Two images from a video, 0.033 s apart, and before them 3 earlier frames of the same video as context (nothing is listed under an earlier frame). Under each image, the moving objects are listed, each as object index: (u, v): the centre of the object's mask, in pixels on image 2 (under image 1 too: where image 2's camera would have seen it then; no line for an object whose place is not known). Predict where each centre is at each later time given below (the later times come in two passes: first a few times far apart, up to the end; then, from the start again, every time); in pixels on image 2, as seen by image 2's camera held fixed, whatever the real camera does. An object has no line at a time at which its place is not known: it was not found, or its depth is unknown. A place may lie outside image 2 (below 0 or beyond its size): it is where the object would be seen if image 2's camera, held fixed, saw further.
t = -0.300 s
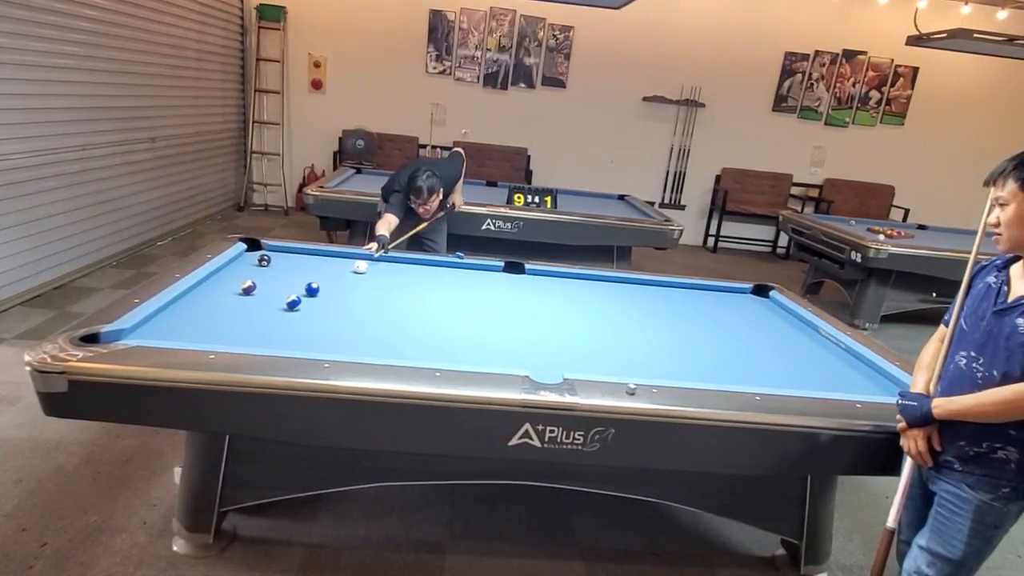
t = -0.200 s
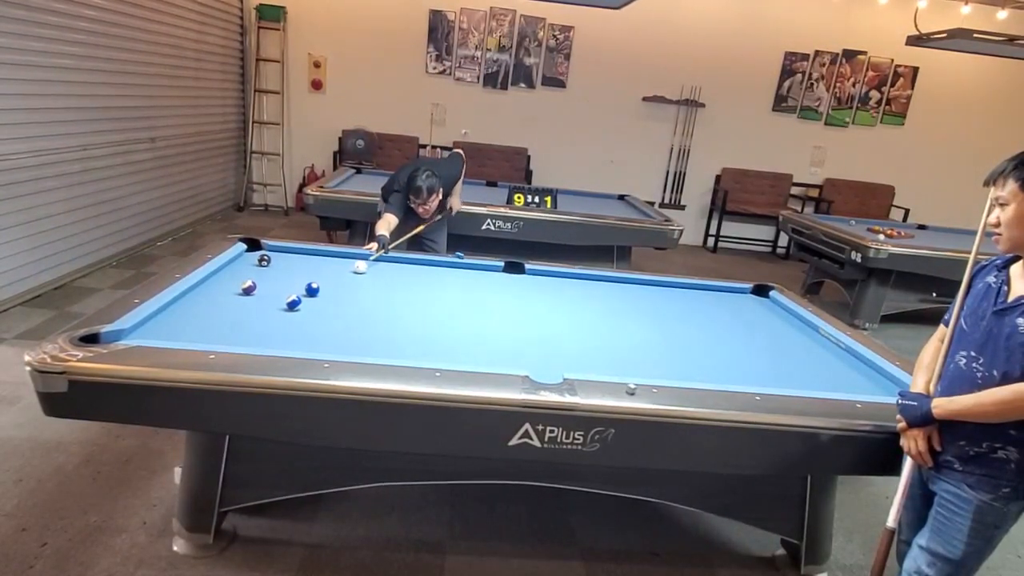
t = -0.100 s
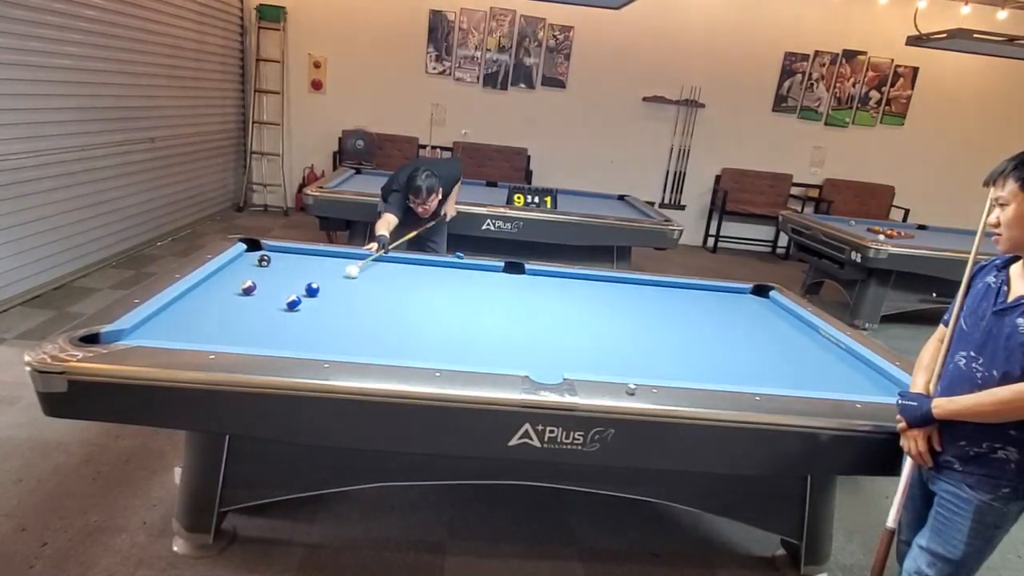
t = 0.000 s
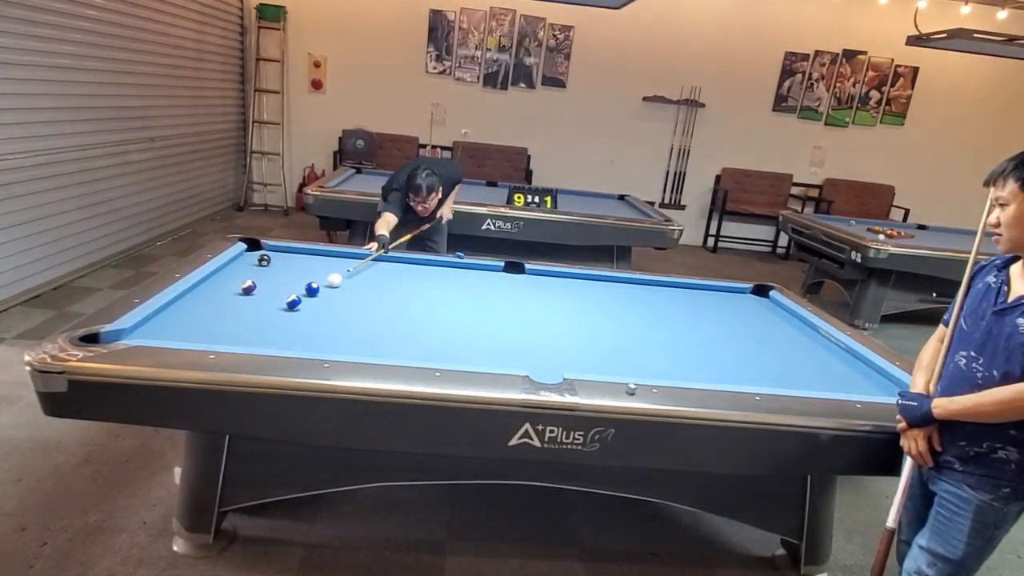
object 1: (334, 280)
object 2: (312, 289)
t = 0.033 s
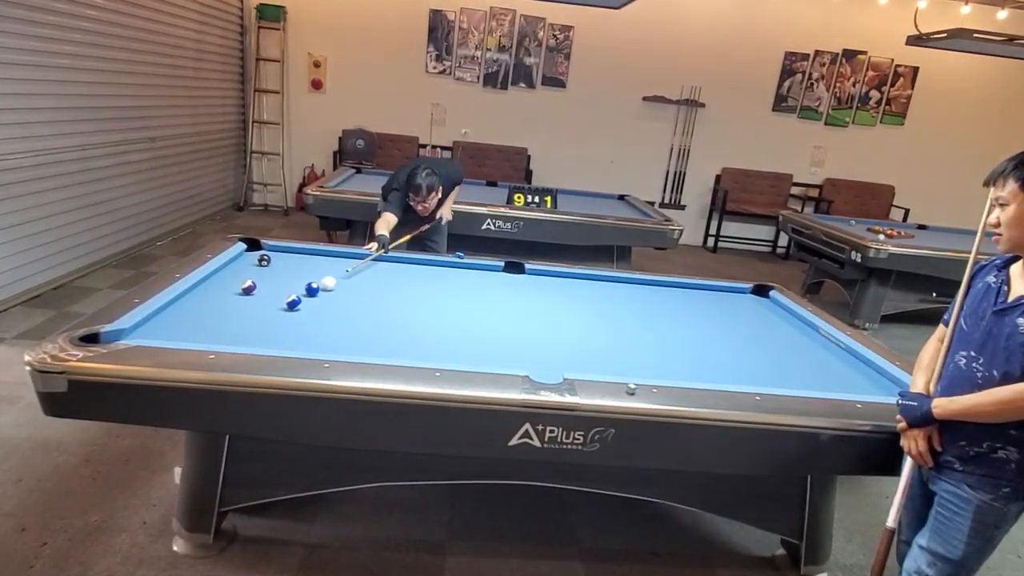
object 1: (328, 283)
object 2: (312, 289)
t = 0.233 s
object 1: (330, 293)
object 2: (267, 301)
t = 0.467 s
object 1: (332, 306)
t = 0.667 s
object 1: (335, 317)
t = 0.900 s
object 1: (338, 331)
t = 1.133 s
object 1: (342, 345)
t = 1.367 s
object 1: (349, 348)
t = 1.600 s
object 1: (359, 344)
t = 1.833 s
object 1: (367, 337)
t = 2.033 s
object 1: (374, 333)
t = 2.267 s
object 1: (381, 328)
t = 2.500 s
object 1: (388, 324)
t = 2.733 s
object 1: (394, 320)
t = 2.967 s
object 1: (399, 317)
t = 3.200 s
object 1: (404, 315)
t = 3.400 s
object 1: (408, 312)
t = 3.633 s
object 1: (412, 311)
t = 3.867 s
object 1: (415, 309)
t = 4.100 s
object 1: (418, 308)
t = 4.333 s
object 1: (420, 307)
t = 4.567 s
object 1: (422, 306)
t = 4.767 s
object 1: (423, 306)
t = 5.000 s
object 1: (423, 305)
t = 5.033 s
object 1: (423, 306)
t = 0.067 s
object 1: (323, 286)
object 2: (309, 290)
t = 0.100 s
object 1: (325, 288)
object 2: (301, 291)
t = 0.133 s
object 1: (327, 289)
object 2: (291, 291)
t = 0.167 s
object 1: (329, 290)
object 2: (281, 296)
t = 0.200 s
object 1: (329, 292)
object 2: (274, 299)
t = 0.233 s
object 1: (330, 293)
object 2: (267, 301)
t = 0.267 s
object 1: (330, 295)
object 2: (259, 303)
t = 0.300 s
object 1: (331, 297)
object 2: (251, 305)
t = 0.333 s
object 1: (331, 299)
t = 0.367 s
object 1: (331, 301)
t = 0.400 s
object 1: (332, 302)
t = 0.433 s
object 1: (332, 304)
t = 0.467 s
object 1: (332, 306)
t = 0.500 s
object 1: (333, 307)
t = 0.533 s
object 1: (334, 309)
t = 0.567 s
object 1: (334, 311)
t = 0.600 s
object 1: (334, 313)
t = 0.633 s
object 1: (335, 315)
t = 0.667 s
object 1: (335, 317)
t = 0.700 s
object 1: (336, 319)
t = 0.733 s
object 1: (336, 321)
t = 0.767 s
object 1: (337, 323)
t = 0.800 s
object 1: (337, 325)
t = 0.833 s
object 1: (338, 327)
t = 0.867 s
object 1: (338, 329)
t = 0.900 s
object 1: (338, 331)
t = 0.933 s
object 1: (339, 333)
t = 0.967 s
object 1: (339, 335)
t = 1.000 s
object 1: (340, 338)
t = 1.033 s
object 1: (341, 340)
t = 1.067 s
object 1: (341, 342)
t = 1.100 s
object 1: (341, 344)
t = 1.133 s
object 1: (342, 345)
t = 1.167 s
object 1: (343, 347)
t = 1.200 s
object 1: (343, 348)
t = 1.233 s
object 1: (344, 350)
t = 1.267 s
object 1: (345, 350)
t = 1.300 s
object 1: (347, 350)
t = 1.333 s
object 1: (348, 349)
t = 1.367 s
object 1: (349, 348)
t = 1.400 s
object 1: (351, 348)
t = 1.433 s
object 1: (352, 347)
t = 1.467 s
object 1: (354, 347)
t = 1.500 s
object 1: (354, 347)
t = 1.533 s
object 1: (355, 346)
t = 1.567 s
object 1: (356, 345)
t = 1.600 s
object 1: (359, 344)
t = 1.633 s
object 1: (360, 343)
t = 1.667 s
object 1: (361, 342)
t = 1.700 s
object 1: (363, 341)
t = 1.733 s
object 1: (364, 340)
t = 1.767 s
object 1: (365, 339)
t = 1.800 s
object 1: (366, 338)
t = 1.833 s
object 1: (367, 337)
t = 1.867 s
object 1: (369, 336)
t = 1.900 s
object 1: (370, 336)
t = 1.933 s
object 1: (371, 335)
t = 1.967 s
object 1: (372, 334)
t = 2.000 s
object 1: (373, 334)
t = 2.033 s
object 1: (374, 333)
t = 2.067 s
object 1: (375, 332)
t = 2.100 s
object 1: (376, 331)
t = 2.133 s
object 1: (378, 331)
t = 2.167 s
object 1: (379, 330)
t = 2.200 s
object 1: (379, 329)
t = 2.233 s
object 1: (380, 329)
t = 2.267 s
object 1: (381, 328)
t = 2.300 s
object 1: (382, 328)
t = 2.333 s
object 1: (383, 327)
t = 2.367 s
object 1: (384, 326)
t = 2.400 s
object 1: (385, 326)
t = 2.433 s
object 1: (386, 325)
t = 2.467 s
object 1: (387, 325)
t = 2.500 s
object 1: (388, 324)
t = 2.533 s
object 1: (389, 323)
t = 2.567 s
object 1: (390, 323)
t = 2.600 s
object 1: (391, 322)
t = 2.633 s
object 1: (391, 322)
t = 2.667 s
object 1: (392, 321)
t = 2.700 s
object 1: (393, 321)
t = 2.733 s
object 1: (394, 320)
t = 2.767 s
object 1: (395, 320)
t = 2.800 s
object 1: (395, 319)
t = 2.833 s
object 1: (396, 319)
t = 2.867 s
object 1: (397, 319)
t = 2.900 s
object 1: (398, 318)
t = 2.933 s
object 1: (399, 318)
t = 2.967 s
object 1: (399, 317)
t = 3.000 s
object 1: (400, 317)
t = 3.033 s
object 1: (401, 316)
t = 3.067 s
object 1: (402, 316)
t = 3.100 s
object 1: (403, 316)
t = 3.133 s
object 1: (403, 315)
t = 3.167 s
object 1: (404, 315)
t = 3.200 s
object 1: (404, 315)
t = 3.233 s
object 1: (405, 314)
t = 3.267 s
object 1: (405, 314)
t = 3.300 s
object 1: (406, 314)
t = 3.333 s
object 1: (407, 313)
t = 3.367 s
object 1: (407, 313)
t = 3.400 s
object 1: (408, 312)
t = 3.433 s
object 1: (408, 312)
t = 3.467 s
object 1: (409, 312)
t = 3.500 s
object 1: (409, 312)
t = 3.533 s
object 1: (410, 312)
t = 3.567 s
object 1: (410, 311)
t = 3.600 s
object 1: (411, 311)
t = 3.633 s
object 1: (412, 311)
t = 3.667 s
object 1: (412, 310)
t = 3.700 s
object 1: (413, 310)
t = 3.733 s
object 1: (413, 310)
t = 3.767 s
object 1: (414, 310)
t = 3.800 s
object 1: (414, 309)
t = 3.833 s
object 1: (415, 309)
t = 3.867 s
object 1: (415, 309)
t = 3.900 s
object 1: (415, 309)
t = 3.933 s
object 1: (416, 309)
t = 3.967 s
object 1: (416, 308)
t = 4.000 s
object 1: (417, 308)
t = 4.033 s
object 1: (417, 308)
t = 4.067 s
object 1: (417, 308)
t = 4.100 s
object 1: (418, 308)
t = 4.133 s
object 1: (418, 308)
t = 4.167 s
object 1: (419, 308)
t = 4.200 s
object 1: (419, 307)
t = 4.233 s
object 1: (419, 307)
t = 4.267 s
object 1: (419, 307)
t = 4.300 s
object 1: (419, 307)
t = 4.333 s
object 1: (420, 307)
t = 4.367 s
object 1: (420, 307)
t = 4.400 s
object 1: (420, 307)
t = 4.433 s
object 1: (420, 307)
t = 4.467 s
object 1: (421, 306)
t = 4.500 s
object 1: (421, 306)
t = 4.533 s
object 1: (421, 306)
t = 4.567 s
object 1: (422, 306)
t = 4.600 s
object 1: (422, 306)
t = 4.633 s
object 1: (422, 306)
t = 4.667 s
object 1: (422, 306)
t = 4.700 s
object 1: (423, 306)
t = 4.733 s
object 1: (422, 306)
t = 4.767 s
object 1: (423, 306)
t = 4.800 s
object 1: (423, 306)
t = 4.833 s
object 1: (423, 306)
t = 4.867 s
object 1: (423, 306)
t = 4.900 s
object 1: (423, 306)
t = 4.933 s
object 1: (423, 306)
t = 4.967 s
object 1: (423, 306)
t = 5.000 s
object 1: (423, 305)
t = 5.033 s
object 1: (423, 306)
